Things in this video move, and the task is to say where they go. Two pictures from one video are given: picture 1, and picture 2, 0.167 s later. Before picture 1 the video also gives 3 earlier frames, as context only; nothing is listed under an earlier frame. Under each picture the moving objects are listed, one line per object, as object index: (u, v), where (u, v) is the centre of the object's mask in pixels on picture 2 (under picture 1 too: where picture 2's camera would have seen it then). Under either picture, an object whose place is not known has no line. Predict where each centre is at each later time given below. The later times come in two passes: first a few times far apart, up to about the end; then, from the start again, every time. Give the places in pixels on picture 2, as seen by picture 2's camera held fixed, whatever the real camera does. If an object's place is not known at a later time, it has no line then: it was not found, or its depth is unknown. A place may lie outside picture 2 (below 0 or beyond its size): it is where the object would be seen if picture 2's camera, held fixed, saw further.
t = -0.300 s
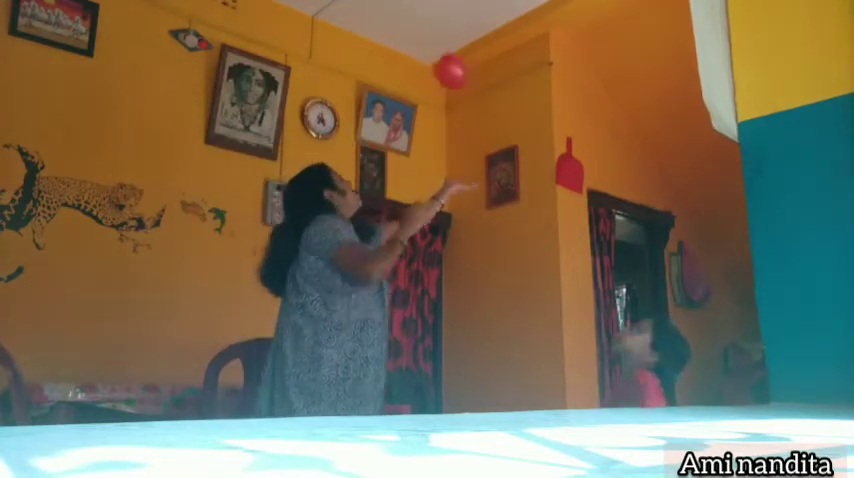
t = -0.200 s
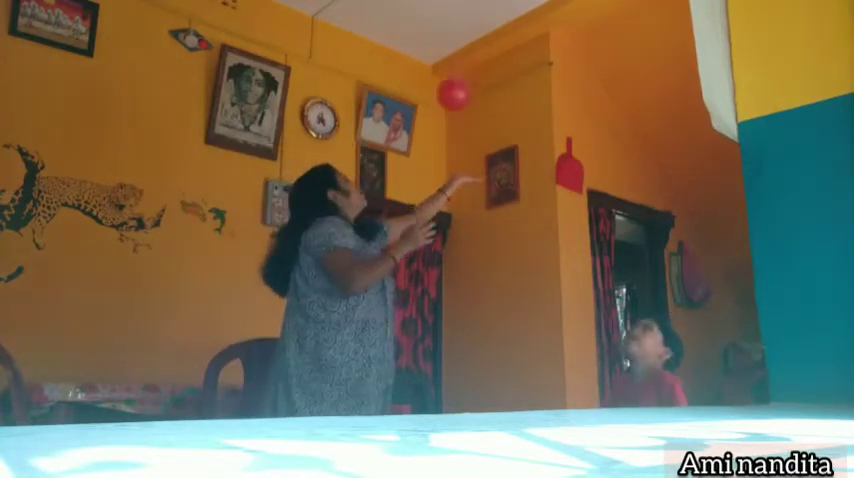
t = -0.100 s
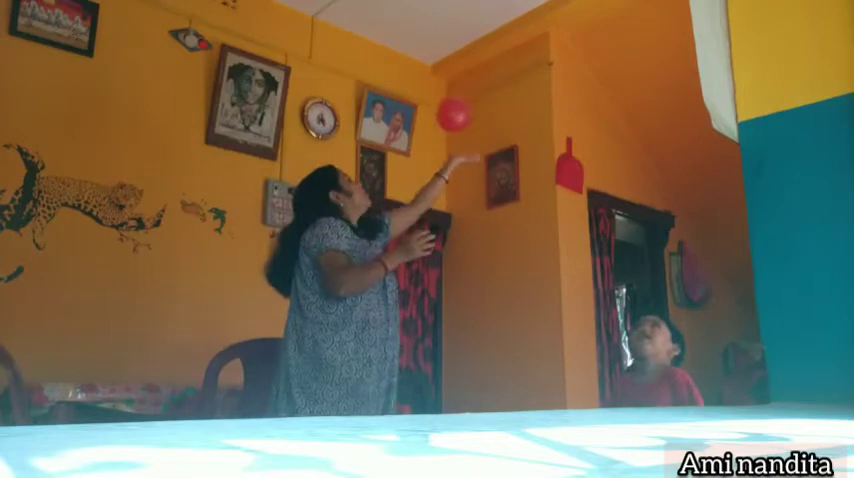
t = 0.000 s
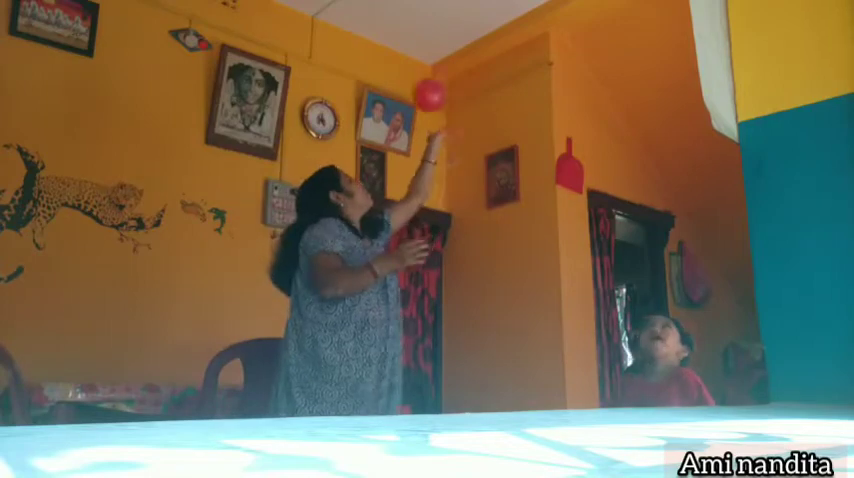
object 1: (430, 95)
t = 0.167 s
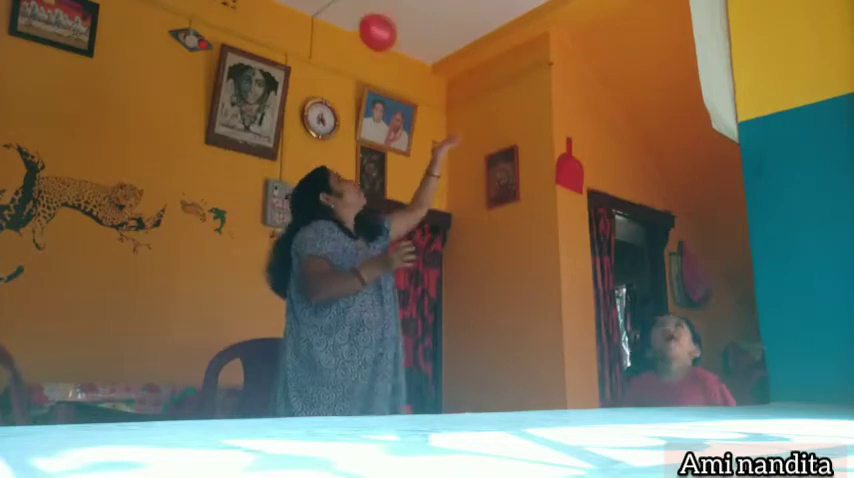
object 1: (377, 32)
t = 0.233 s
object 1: (363, 18)
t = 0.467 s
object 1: (328, 11)
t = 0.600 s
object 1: (314, 18)
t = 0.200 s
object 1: (370, 25)
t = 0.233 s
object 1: (363, 18)
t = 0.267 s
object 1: (357, 15)
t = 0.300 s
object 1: (352, 13)
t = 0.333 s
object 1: (347, 12)
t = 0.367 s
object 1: (342, 11)
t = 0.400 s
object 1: (337, 11)
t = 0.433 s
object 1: (333, 11)
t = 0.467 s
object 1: (328, 11)
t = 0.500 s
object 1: (324, 12)
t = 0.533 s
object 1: (320, 13)
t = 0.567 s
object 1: (317, 15)
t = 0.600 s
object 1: (314, 18)
